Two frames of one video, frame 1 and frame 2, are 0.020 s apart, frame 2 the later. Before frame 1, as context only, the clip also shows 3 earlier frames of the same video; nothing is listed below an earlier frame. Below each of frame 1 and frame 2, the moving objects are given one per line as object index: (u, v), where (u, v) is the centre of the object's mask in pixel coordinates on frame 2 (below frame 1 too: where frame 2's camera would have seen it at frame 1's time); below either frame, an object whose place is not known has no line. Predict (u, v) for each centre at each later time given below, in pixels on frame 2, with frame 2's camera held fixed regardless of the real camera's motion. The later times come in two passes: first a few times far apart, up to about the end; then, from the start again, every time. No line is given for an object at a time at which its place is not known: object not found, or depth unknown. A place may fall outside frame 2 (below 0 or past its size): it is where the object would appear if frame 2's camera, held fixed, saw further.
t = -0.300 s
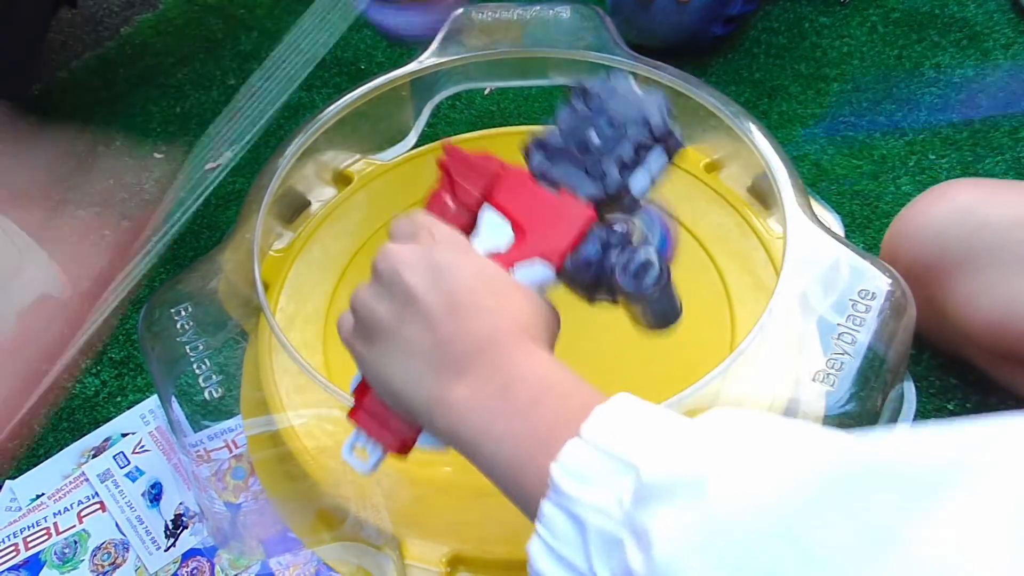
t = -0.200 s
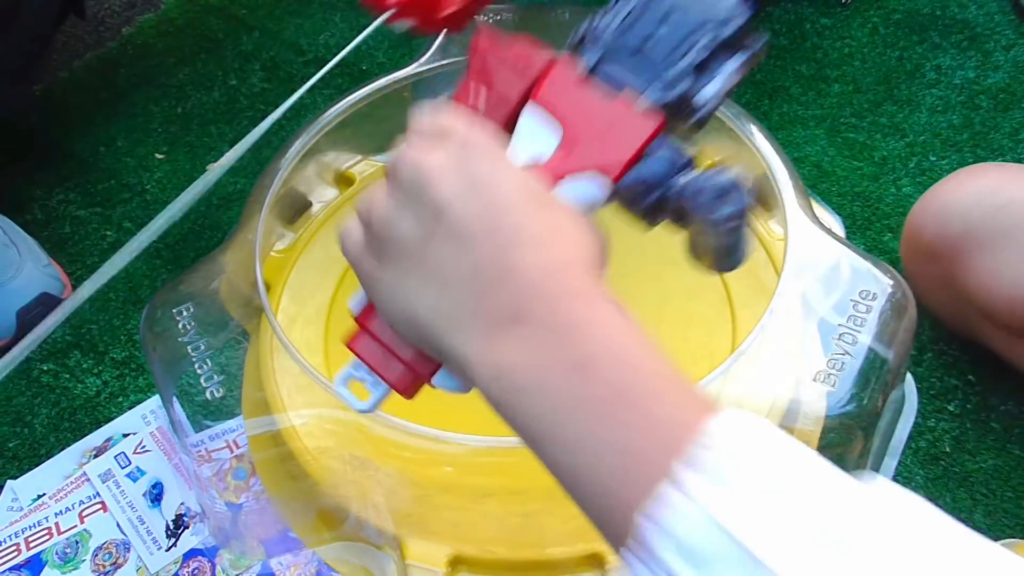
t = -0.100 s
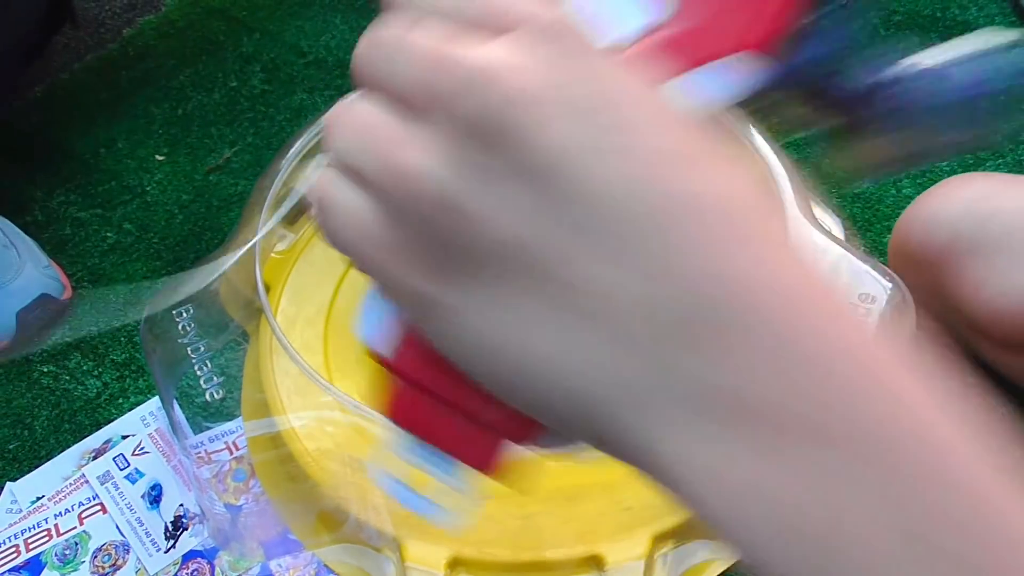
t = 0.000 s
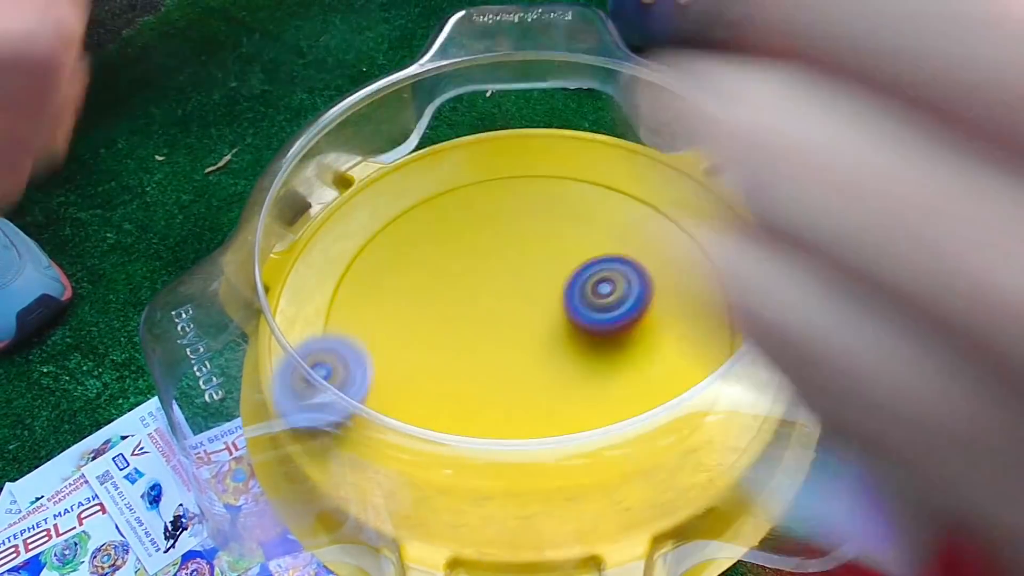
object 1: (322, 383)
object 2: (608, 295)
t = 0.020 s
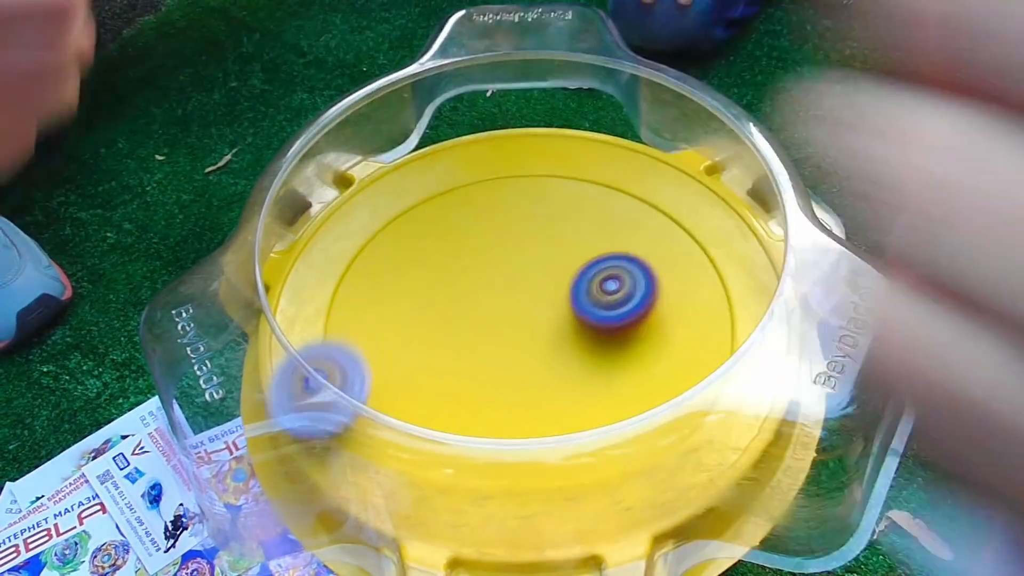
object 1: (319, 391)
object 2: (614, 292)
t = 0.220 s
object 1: (356, 422)
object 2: (640, 290)
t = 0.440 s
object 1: (468, 309)
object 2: (621, 327)
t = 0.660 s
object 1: (588, 215)
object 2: (608, 347)
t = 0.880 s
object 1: (684, 340)
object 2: (561, 384)
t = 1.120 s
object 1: (528, 455)
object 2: (448, 399)
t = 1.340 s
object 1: (415, 437)
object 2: (352, 248)
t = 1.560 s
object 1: (427, 344)
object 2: (475, 179)
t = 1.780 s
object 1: (558, 298)
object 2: (620, 221)
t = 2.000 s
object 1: (672, 414)
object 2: (584, 255)
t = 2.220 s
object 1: (459, 447)
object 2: (446, 299)
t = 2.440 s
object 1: (392, 380)
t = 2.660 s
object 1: (525, 220)
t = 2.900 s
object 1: (694, 235)
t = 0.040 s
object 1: (318, 406)
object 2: (620, 290)
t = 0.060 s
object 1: (317, 414)
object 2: (626, 288)
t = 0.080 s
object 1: (319, 419)
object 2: (630, 285)
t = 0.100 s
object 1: (321, 426)
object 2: (634, 283)
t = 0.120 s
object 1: (325, 428)
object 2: (637, 282)
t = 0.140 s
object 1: (329, 430)
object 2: (640, 282)
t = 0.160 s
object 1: (335, 430)
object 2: (642, 284)
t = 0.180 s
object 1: (340, 429)
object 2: (642, 286)
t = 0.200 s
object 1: (348, 426)
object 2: (641, 288)
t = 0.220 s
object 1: (356, 422)
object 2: (640, 290)
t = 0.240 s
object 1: (365, 417)
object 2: (639, 292)
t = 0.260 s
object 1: (374, 412)
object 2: (636, 294)
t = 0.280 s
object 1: (385, 404)
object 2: (634, 296)
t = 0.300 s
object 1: (396, 396)
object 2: (633, 297)
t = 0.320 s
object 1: (408, 383)
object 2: (630, 301)
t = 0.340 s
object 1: (417, 375)
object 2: (629, 305)
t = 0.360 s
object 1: (429, 363)
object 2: (626, 310)
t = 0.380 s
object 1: (440, 350)
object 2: (624, 314)
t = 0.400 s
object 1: (450, 337)
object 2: (623, 319)
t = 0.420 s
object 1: (459, 324)
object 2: (621, 323)
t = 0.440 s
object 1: (468, 309)
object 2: (621, 327)
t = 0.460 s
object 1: (475, 295)
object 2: (621, 330)
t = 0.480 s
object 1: (482, 281)
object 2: (619, 333)
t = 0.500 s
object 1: (490, 267)
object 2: (618, 335)
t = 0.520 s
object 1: (499, 255)
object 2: (616, 337)
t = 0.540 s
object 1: (509, 244)
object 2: (615, 339)
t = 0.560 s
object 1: (521, 234)
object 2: (614, 341)
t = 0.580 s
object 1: (534, 226)
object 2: (613, 342)
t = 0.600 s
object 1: (547, 220)
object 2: (612, 343)
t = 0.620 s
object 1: (561, 216)
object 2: (611, 345)
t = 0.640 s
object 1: (574, 215)
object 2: (609, 346)
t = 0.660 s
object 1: (588, 215)
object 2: (608, 347)
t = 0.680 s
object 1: (602, 218)
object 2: (607, 350)
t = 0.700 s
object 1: (616, 222)
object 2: (606, 351)
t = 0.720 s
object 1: (629, 230)
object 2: (604, 354)
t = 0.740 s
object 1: (641, 239)
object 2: (601, 356)
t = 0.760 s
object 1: (651, 250)
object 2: (599, 359)
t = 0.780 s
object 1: (660, 264)
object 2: (596, 361)
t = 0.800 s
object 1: (668, 280)
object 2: (593, 364)
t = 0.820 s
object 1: (672, 297)
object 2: (590, 366)
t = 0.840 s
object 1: (673, 315)
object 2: (586, 369)
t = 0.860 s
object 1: (677, 328)
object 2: (575, 376)
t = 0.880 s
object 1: (684, 340)
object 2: (561, 384)
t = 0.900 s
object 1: (684, 348)
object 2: (547, 392)
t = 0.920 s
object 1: (687, 365)
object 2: (533, 398)
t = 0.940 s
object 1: (682, 375)
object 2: (521, 401)
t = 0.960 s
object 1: (677, 388)
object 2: (510, 403)
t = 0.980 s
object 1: (668, 401)
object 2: (500, 405)
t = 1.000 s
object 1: (654, 413)
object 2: (492, 406)
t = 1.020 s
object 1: (635, 424)
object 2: (484, 406)
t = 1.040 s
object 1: (614, 434)
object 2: (479, 406)
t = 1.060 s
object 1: (591, 440)
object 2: (474, 406)
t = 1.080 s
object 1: (565, 446)
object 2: (469, 405)
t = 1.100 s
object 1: (547, 451)
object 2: (458, 403)
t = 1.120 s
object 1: (528, 455)
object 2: (448, 399)
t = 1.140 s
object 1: (513, 456)
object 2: (433, 394)
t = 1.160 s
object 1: (498, 458)
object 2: (420, 388)
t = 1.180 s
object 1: (482, 455)
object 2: (408, 381)
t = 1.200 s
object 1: (466, 451)
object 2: (399, 375)
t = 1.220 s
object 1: (448, 442)
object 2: (393, 365)
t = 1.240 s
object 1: (431, 430)
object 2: (387, 357)
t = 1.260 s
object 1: (417, 421)
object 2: (383, 349)
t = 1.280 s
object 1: (415, 422)
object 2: (375, 325)
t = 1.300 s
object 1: (416, 427)
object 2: (364, 297)
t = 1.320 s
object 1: (415, 437)
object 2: (357, 272)
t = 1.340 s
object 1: (415, 437)
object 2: (352, 248)
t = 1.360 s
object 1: (415, 437)
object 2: (349, 223)
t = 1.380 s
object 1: (416, 437)
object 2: (349, 203)
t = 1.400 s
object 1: (418, 430)
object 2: (360, 195)
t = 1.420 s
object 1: (419, 425)
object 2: (374, 189)
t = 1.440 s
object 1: (419, 417)
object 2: (390, 187)
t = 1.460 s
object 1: (417, 410)
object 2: (405, 183)
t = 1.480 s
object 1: (419, 393)
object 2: (419, 180)
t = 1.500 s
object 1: (417, 386)
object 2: (433, 178)
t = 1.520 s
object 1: (418, 373)
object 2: (447, 178)
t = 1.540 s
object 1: (421, 358)
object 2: (461, 178)
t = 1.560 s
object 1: (427, 344)
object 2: (475, 179)
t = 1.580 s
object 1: (436, 330)
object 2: (488, 183)
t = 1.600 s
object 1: (446, 316)
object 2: (502, 187)
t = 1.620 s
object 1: (458, 304)
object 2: (516, 198)
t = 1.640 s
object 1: (473, 290)
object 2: (529, 207)
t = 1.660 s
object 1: (488, 281)
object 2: (541, 216)
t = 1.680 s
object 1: (498, 279)
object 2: (555, 215)
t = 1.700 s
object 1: (509, 280)
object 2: (571, 213)
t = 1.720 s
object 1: (520, 285)
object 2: (586, 215)
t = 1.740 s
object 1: (532, 290)
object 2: (597, 213)
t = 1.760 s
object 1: (545, 293)
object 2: (609, 215)
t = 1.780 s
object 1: (558, 298)
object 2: (620, 221)
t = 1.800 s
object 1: (573, 301)
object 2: (627, 223)
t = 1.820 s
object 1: (587, 306)
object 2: (632, 227)
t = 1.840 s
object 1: (602, 312)
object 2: (636, 233)
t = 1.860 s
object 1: (616, 318)
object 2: (636, 235)
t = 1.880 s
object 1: (630, 327)
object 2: (635, 242)
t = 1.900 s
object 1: (642, 339)
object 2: (632, 244)
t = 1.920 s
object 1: (653, 353)
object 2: (625, 245)
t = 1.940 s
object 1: (659, 365)
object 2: (617, 249)
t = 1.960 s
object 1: (668, 383)
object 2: (608, 251)
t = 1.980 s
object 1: (671, 398)
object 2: (597, 254)
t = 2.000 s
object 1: (672, 414)
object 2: (584, 255)
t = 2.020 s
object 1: (666, 427)
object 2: (570, 259)
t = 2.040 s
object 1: (650, 436)
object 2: (554, 261)
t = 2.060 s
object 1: (632, 445)
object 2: (540, 265)
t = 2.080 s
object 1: (612, 451)
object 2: (526, 268)
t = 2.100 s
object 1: (591, 457)
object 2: (512, 271)
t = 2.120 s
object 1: (570, 462)
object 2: (499, 274)
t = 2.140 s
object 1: (547, 465)
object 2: (487, 278)
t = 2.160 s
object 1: (524, 466)
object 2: (475, 283)
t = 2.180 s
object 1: (500, 463)
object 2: (465, 287)
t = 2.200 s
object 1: (479, 457)
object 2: (455, 294)
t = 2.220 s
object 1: (459, 447)
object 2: (446, 299)
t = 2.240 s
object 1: (441, 436)
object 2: (439, 305)
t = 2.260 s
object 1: (425, 420)
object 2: (433, 312)
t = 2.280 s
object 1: (413, 404)
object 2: (430, 319)
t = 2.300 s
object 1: (403, 407)
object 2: (432, 313)
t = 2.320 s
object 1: (375, 452)
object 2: (444, 268)
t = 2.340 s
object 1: (365, 459)
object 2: (455, 229)
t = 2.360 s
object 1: (370, 433)
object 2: (465, 188)
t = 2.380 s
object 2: (474, 152)
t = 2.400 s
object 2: (484, 121)
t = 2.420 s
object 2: (492, 98)
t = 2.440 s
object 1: (392, 380)
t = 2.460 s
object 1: (397, 366)
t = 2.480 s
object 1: (405, 348)
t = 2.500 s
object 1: (414, 330)
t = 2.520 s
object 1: (425, 313)
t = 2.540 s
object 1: (437, 298)
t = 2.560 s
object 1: (451, 282)
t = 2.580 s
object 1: (465, 266)
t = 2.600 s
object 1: (479, 253)
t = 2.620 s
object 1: (493, 241)
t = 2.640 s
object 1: (509, 230)
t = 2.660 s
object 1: (525, 220)
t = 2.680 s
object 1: (541, 211)
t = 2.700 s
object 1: (557, 204)
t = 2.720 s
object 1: (573, 198)
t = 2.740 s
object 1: (589, 194)
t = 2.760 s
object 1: (606, 191)
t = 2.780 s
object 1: (622, 191)
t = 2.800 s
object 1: (639, 192)
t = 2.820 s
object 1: (656, 193)
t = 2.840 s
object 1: (666, 200)
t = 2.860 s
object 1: (676, 211)
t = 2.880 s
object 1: (685, 224)
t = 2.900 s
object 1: (694, 235)
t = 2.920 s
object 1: (702, 247)
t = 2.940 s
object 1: (710, 260)
